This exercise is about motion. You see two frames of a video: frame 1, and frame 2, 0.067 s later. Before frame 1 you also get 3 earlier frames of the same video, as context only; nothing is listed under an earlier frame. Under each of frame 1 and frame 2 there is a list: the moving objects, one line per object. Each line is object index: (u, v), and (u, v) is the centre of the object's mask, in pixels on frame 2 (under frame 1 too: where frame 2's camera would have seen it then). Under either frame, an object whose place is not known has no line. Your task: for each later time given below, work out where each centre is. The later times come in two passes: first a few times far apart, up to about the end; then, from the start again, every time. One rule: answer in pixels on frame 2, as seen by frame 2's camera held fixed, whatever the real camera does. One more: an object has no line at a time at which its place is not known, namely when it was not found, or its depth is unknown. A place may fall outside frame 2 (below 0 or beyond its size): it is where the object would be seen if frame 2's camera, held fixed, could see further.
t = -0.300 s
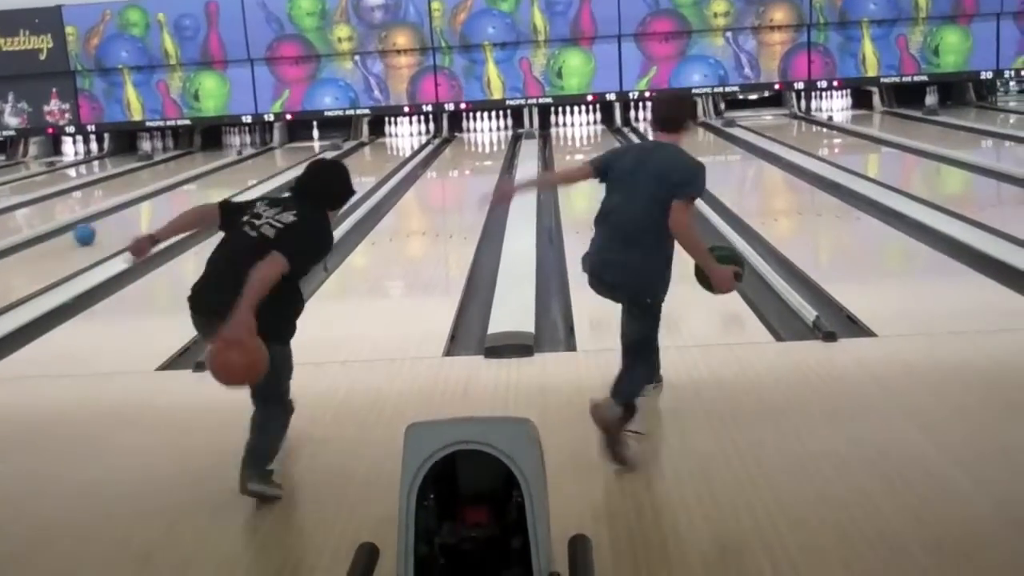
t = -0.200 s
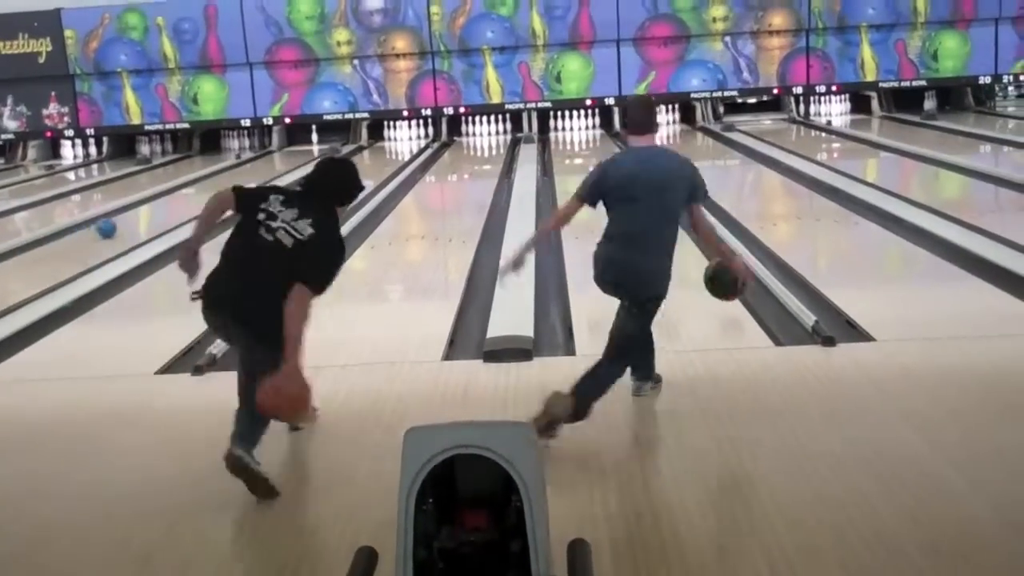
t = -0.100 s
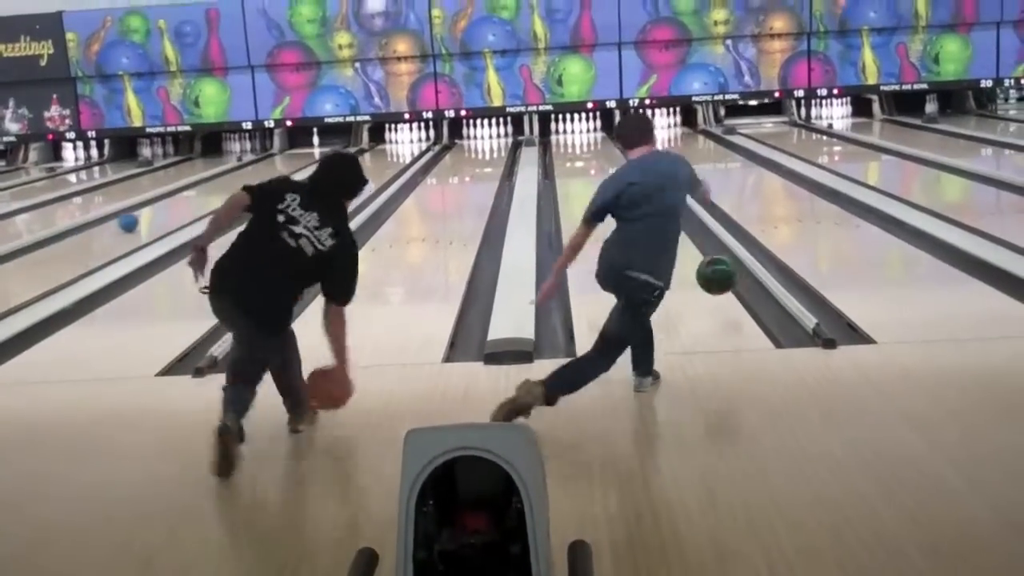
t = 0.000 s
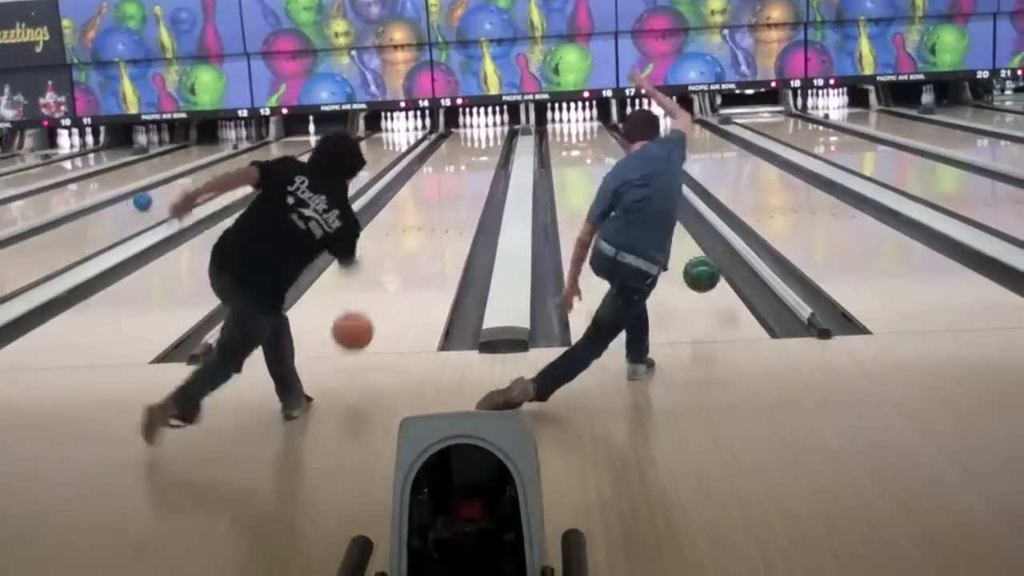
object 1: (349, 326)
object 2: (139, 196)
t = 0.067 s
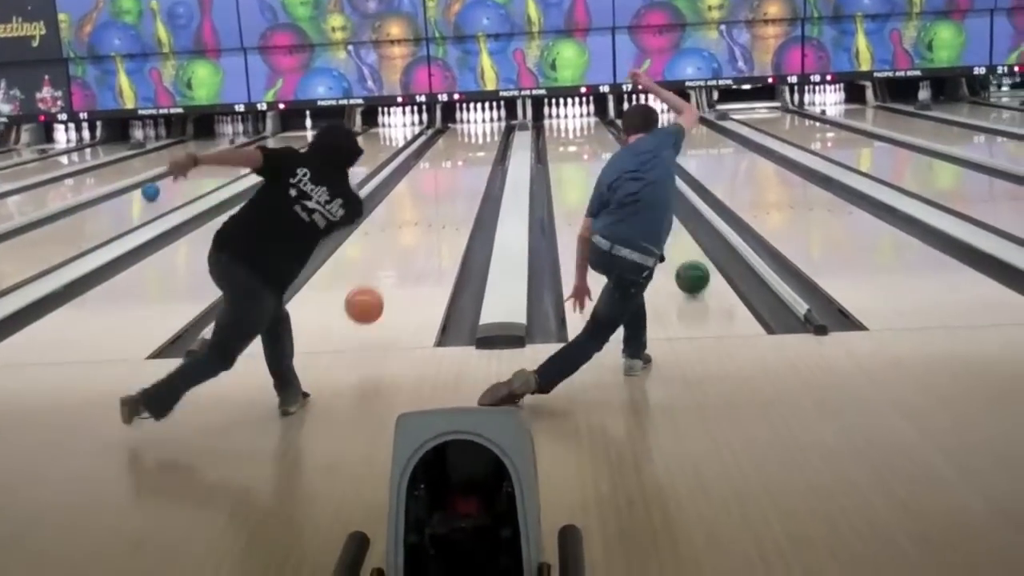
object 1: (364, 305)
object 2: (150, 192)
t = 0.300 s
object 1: (404, 274)
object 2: (186, 177)
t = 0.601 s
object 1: (436, 228)
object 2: (222, 163)
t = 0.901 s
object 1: (455, 197)
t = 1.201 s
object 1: (466, 176)
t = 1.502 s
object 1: (474, 161)
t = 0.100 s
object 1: (371, 298)
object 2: (156, 189)
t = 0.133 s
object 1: (377, 293)
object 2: (161, 187)
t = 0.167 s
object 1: (384, 291)
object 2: (166, 185)
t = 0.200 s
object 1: (390, 290)
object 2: (171, 183)
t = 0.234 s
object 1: (395, 287)
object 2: (176, 181)
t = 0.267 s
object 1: (400, 279)
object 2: (181, 179)
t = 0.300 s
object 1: (404, 274)
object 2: (186, 177)
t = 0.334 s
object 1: (409, 267)
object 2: (190, 175)
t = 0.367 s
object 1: (413, 262)
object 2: (194, 173)
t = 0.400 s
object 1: (417, 256)
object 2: (199, 172)
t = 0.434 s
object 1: (420, 251)
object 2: (202, 170)
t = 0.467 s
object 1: (424, 245)
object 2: (206, 169)
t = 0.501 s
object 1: (427, 241)
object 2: (210, 167)
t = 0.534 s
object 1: (430, 237)
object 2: (214, 166)
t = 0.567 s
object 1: (433, 232)
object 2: (218, 164)
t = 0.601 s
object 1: (436, 228)
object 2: (222, 163)
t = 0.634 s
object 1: (438, 224)
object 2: (225, 162)
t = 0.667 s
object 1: (440, 220)
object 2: (228, 160)
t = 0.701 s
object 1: (443, 217)
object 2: (232, 159)
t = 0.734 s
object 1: (445, 213)
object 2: (235, 157)
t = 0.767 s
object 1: (447, 210)
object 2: (239, 156)
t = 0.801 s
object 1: (449, 207)
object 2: (241, 155)
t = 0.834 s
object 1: (451, 203)
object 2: (243, 155)
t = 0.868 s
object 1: (452, 200)
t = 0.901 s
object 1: (455, 197)
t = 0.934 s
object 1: (455, 195)
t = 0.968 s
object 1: (457, 193)
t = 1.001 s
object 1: (459, 190)
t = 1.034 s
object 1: (461, 188)
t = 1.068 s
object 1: (462, 185)
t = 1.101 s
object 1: (463, 183)
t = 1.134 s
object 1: (464, 181)
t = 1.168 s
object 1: (465, 179)
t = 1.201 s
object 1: (466, 176)
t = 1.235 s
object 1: (467, 174)
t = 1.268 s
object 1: (468, 172)
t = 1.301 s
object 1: (469, 170)
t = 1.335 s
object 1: (469, 168)
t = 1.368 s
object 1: (470, 167)
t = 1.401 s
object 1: (471, 164)
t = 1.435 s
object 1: (472, 163)
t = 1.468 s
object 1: (473, 162)
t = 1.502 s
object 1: (474, 161)
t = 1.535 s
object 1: (474, 160)
